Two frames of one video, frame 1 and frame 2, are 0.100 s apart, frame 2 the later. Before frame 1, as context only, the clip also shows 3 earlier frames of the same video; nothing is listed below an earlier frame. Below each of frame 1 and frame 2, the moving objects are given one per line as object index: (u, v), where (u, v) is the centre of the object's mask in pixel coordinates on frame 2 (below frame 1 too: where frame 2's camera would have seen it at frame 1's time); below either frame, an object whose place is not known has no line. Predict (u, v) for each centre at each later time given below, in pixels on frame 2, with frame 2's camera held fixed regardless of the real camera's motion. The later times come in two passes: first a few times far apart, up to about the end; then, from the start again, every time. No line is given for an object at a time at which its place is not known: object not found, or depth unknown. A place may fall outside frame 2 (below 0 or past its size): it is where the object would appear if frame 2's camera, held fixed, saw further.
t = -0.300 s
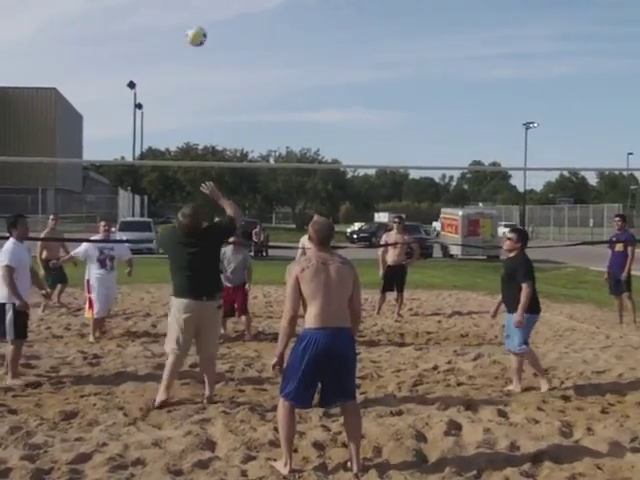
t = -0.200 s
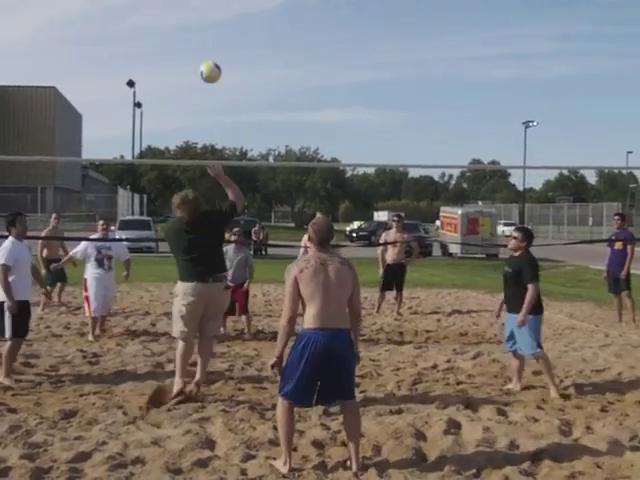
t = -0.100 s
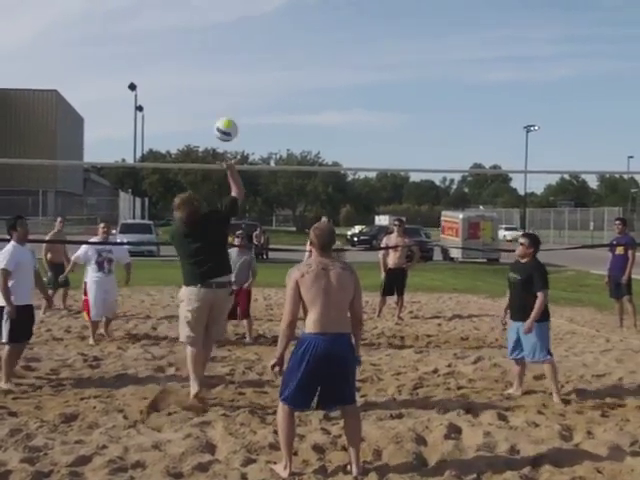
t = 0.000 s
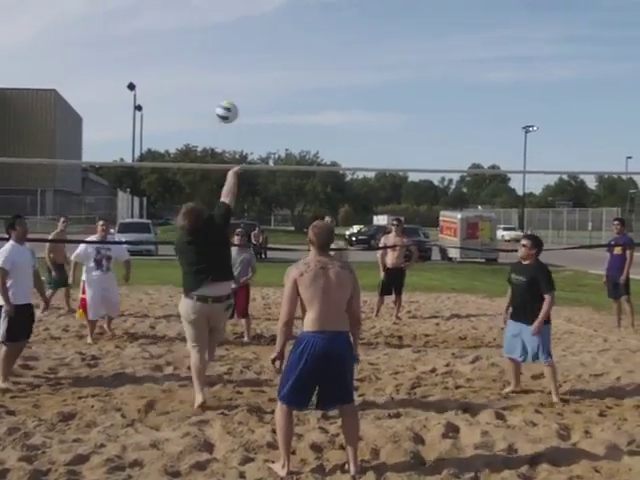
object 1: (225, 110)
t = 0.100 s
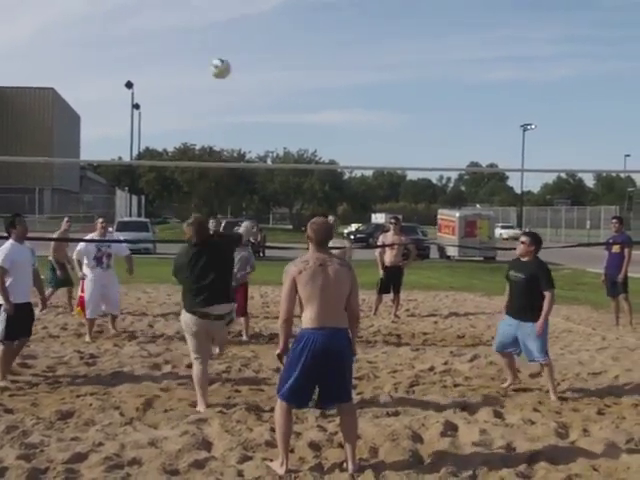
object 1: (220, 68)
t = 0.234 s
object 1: (213, 35)
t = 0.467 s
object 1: (201, 17)
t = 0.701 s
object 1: (190, 41)
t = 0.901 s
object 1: (179, 86)
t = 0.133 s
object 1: (219, 58)
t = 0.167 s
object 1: (217, 48)
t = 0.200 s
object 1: (215, 40)
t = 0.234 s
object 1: (213, 35)
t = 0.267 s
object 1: (212, 28)
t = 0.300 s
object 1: (210, 23)
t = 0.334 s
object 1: (208, 21)
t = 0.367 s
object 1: (207, 19)
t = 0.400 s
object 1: (206, 17)
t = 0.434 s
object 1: (203, 16)
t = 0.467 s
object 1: (201, 17)
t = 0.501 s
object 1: (200, 18)
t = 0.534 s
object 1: (198, 20)
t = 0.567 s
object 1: (196, 23)
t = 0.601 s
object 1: (195, 27)
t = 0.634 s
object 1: (193, 31)
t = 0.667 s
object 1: (191, 36)
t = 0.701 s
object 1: (190, 41)
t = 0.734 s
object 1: (188, 47)
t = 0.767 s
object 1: (186, 54)
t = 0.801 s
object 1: (185, 62)
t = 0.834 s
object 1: (183, 69)
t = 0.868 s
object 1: (181, 77)
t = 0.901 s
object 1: (179, 86)
